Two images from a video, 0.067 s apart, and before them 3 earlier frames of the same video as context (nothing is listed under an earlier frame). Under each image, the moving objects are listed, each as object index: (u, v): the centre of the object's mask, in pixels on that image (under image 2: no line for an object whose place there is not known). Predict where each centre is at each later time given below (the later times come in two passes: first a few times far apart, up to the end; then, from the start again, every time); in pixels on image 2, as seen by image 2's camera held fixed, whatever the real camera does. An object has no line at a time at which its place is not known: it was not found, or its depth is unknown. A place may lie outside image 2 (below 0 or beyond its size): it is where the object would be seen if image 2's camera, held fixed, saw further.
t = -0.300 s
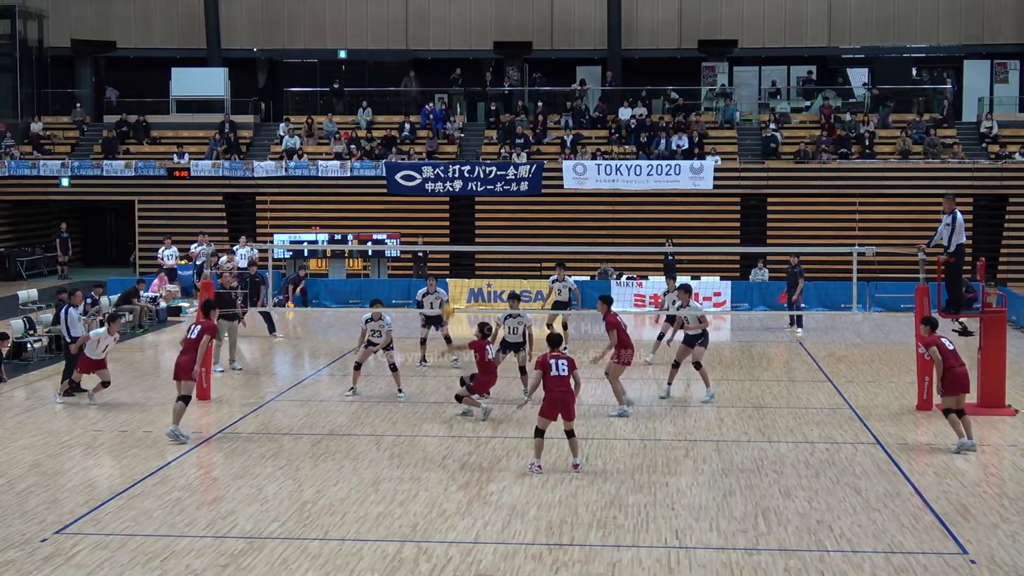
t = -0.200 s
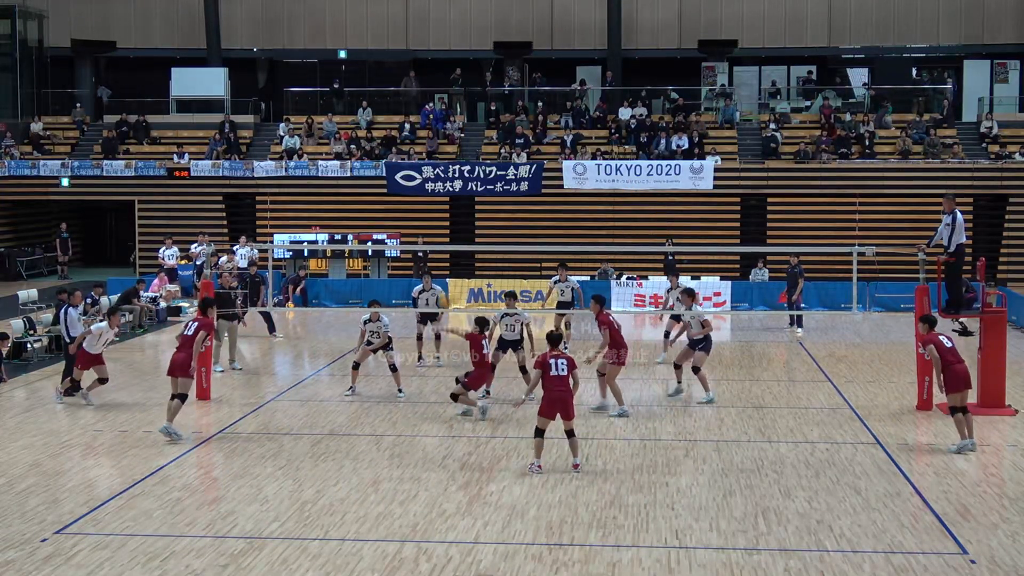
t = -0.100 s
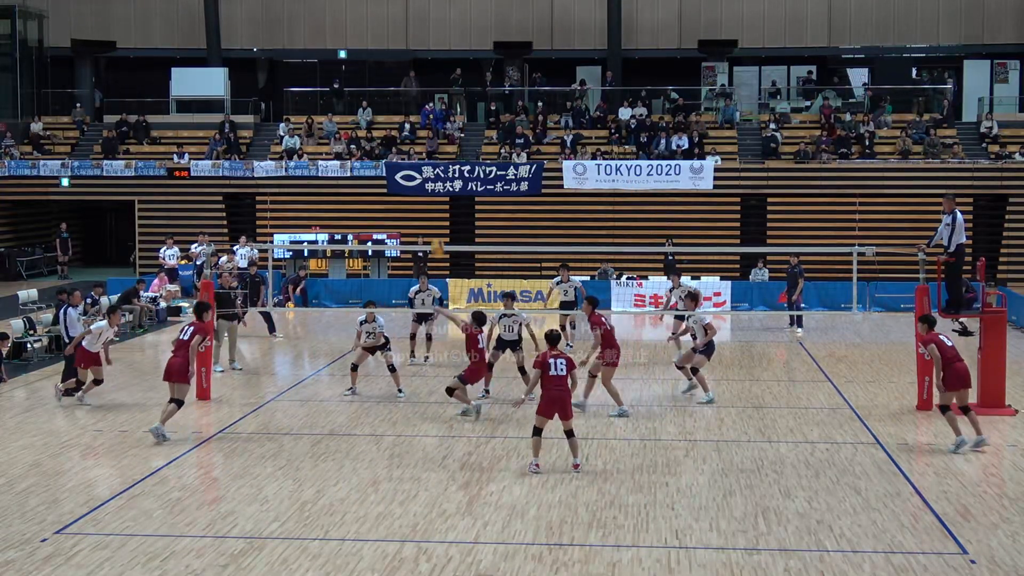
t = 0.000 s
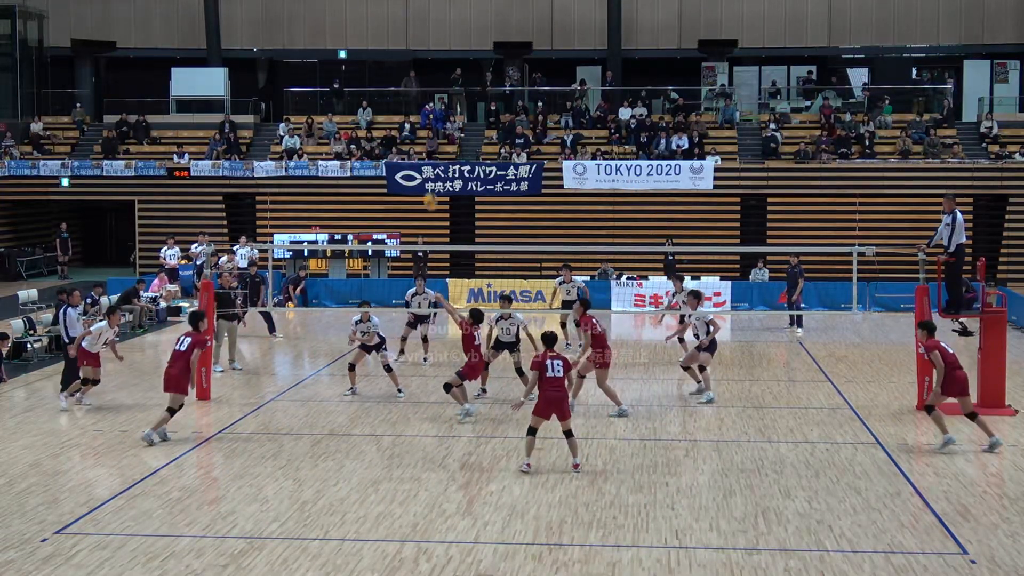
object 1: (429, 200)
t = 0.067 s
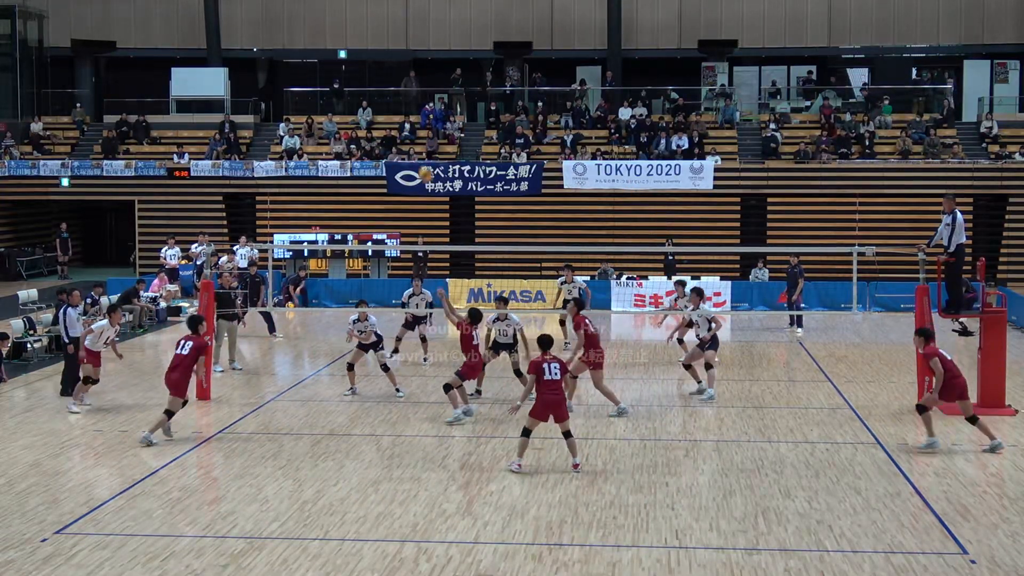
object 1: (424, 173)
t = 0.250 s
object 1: (410, 112)
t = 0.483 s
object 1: (394, 71)
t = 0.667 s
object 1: (382, 63)
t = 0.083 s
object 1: (423, 166)
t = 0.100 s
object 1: (421, 159)
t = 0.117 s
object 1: (420, 153)
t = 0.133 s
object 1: (419, 147)
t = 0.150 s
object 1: (417, 141)
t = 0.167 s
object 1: (416, 137)
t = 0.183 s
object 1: (415, 131)
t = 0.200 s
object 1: (414, 126)
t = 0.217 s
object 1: (413, 121)
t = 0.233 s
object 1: (411, 116)
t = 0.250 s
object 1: (410, 112)
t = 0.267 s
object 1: (409, 108)
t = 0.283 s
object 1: (407, 104)
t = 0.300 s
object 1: (406, 100)
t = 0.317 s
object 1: (405, 97)
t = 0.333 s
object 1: (404, 93)
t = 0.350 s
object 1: (403, 90)
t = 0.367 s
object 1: (402, 87)
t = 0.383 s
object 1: (401, 84)
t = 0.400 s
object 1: (399, 82)
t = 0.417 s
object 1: (398, 79)
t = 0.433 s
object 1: (397, 77)
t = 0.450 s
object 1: (396, 75)
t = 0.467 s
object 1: (395, 73)
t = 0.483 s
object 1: (394, 71)
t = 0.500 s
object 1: (393, 69)
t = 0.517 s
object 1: (391, 68)
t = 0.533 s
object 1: (390, 67)
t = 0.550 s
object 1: (389, 66)
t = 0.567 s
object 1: (388, 65)
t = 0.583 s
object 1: (387, 64)
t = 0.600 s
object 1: (386, 64)
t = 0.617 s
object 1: (385, 63)
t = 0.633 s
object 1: (384, 63)
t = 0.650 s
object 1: (383, 63)
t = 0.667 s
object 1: (382, 63)
